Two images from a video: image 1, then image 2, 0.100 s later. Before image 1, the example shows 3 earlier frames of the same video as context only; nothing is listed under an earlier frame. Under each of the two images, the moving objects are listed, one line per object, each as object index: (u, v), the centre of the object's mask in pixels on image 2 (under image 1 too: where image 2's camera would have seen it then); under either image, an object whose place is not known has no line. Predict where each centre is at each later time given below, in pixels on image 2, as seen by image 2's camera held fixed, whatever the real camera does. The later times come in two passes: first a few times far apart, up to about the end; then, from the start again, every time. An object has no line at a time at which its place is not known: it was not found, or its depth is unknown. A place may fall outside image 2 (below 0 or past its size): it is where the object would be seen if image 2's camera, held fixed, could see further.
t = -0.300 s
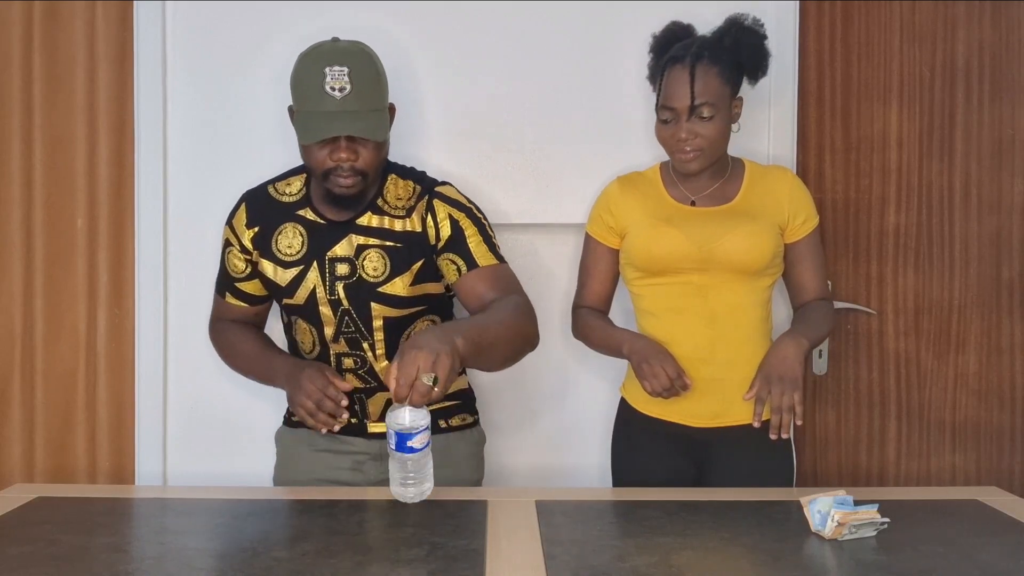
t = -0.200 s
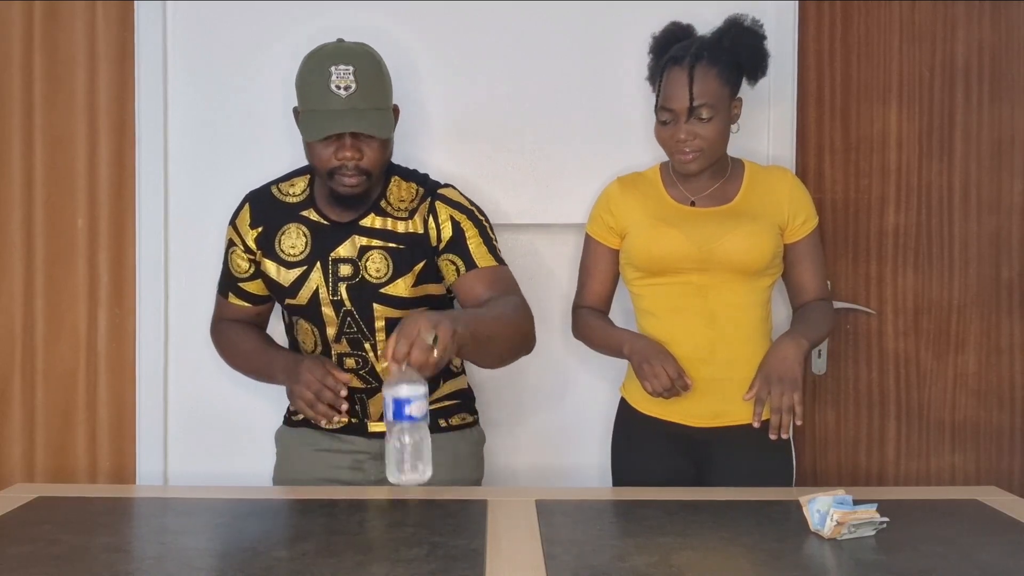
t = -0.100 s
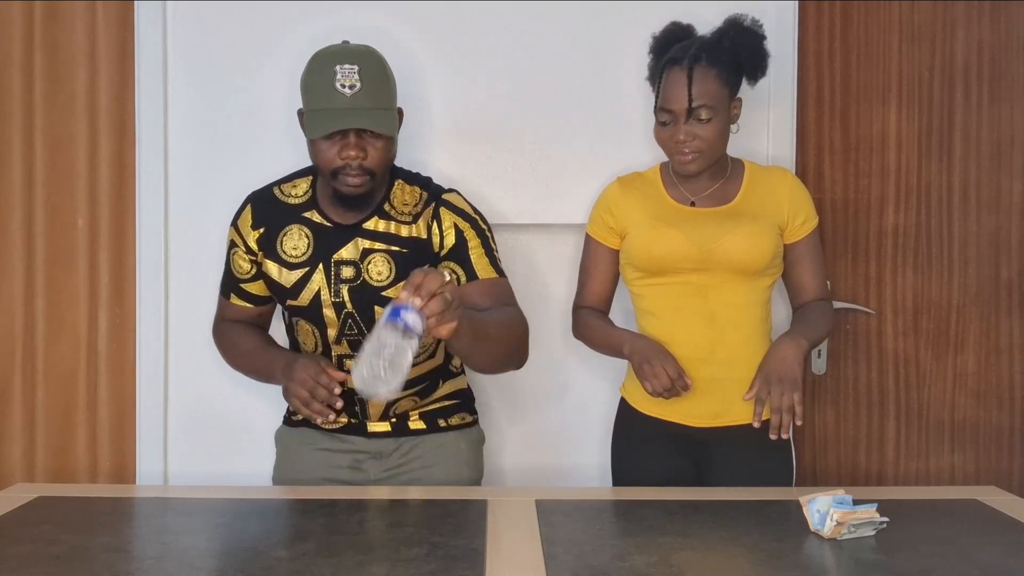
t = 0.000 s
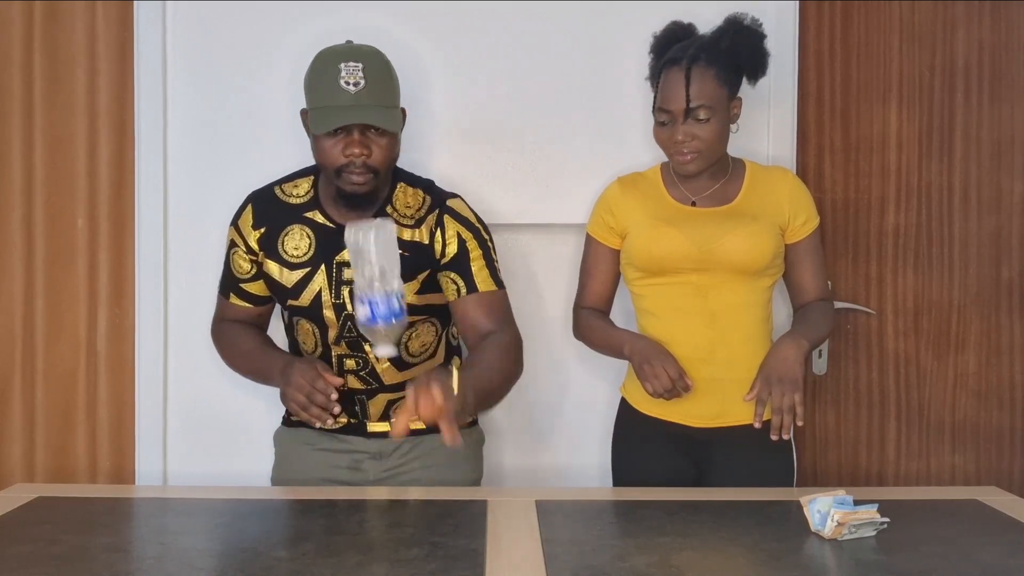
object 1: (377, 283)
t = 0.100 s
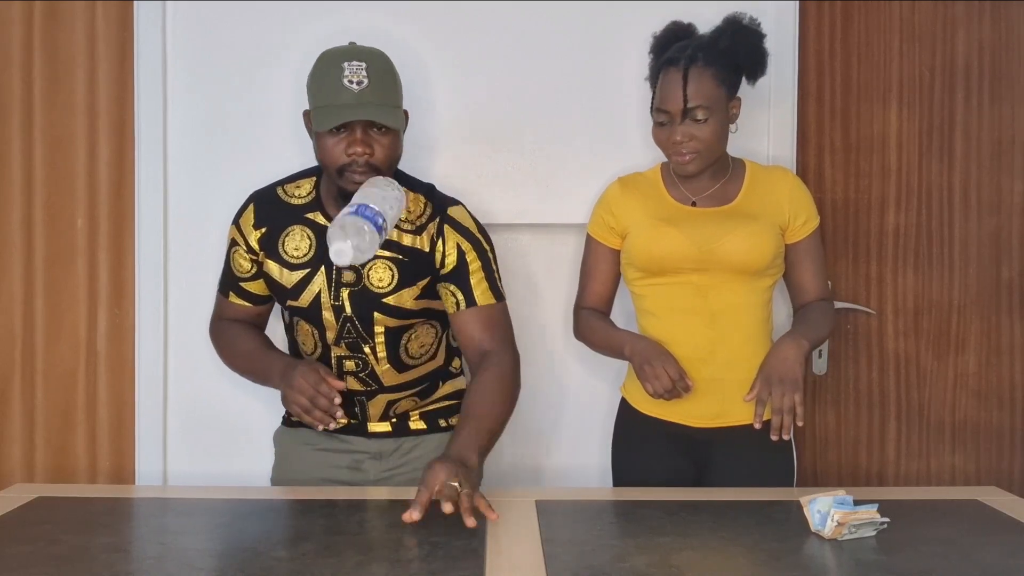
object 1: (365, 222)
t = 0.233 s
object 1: (362, 279)
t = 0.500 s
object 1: (339, 542)
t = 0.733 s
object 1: (326, 543)
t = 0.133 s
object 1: (365, 222)
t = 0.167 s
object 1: (364, 232)
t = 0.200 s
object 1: (362, 250)
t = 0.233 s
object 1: (362, 279)
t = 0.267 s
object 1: (360, 317)
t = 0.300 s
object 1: (359, 363)
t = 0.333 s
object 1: (358, 418)
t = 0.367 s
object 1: (357, 484)
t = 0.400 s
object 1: (348, 516)
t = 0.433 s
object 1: (340, 532)
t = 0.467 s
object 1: (343, 540)
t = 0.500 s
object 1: (339, 542)
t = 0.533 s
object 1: (335, 544)
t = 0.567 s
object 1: (333, 544)
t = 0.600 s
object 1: (331, 543)
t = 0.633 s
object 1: (330, 543)
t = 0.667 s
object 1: (330, 543)
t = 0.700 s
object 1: (328, 543)
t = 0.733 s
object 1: (326, 543)
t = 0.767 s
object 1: (324, 543)
